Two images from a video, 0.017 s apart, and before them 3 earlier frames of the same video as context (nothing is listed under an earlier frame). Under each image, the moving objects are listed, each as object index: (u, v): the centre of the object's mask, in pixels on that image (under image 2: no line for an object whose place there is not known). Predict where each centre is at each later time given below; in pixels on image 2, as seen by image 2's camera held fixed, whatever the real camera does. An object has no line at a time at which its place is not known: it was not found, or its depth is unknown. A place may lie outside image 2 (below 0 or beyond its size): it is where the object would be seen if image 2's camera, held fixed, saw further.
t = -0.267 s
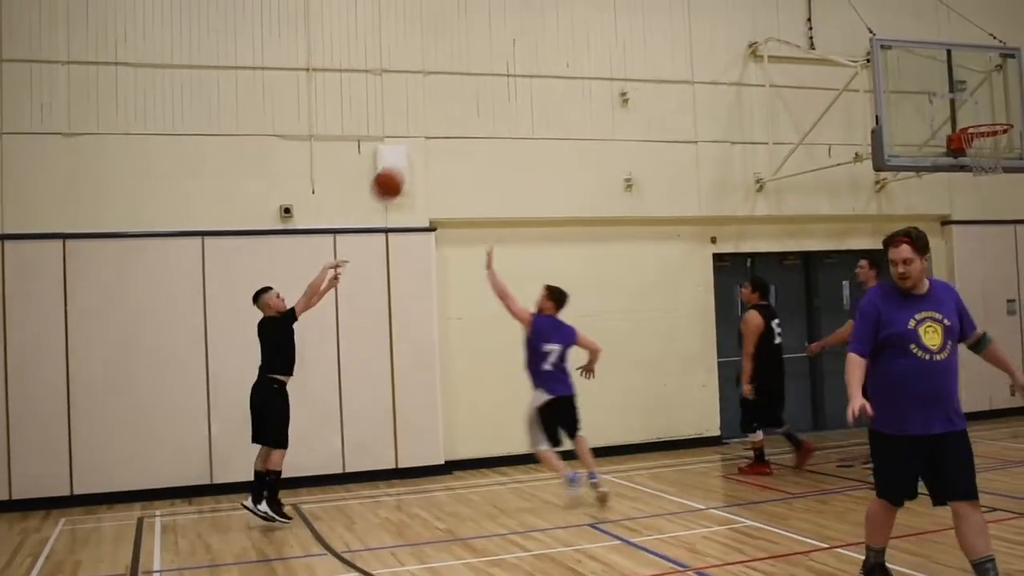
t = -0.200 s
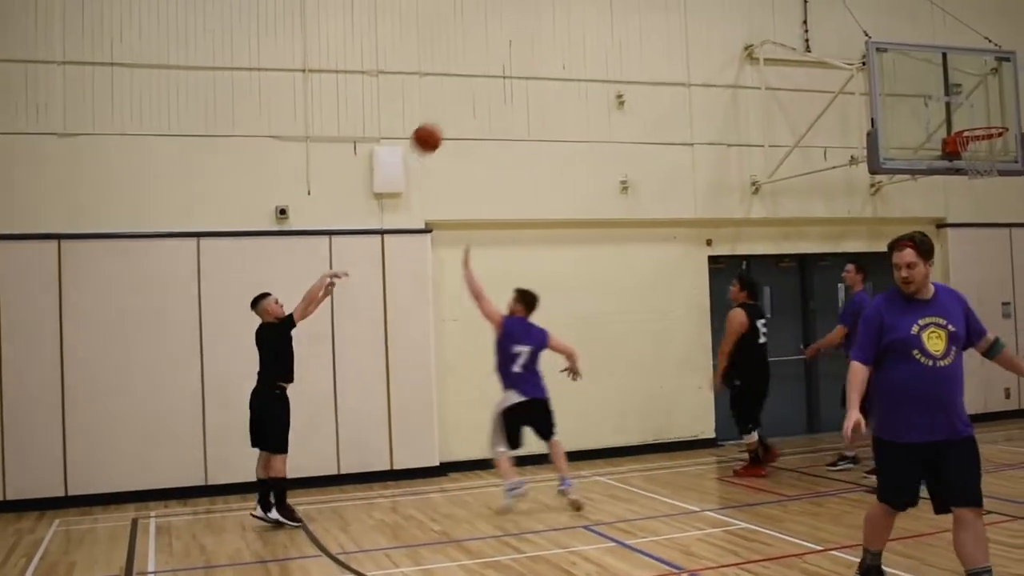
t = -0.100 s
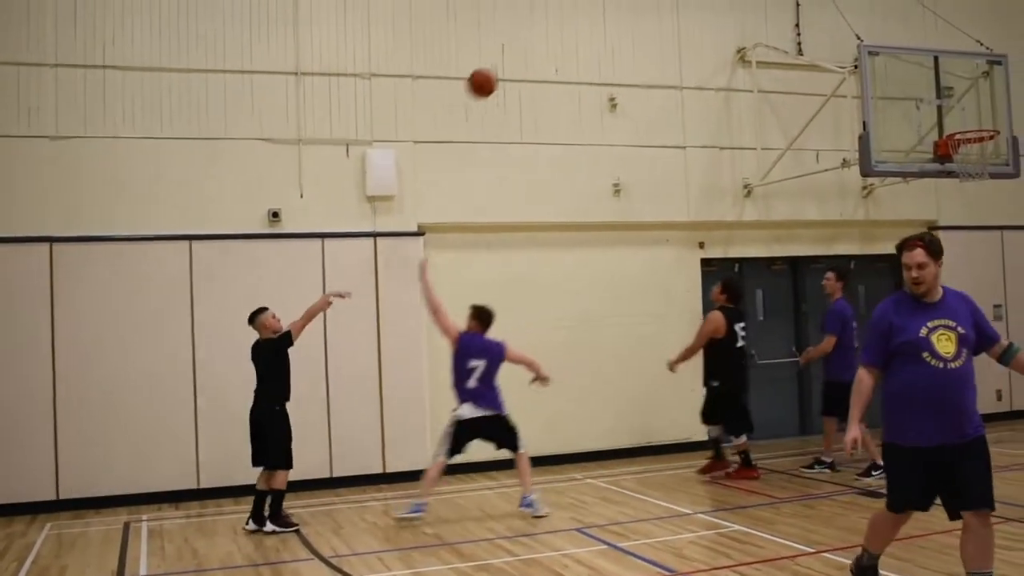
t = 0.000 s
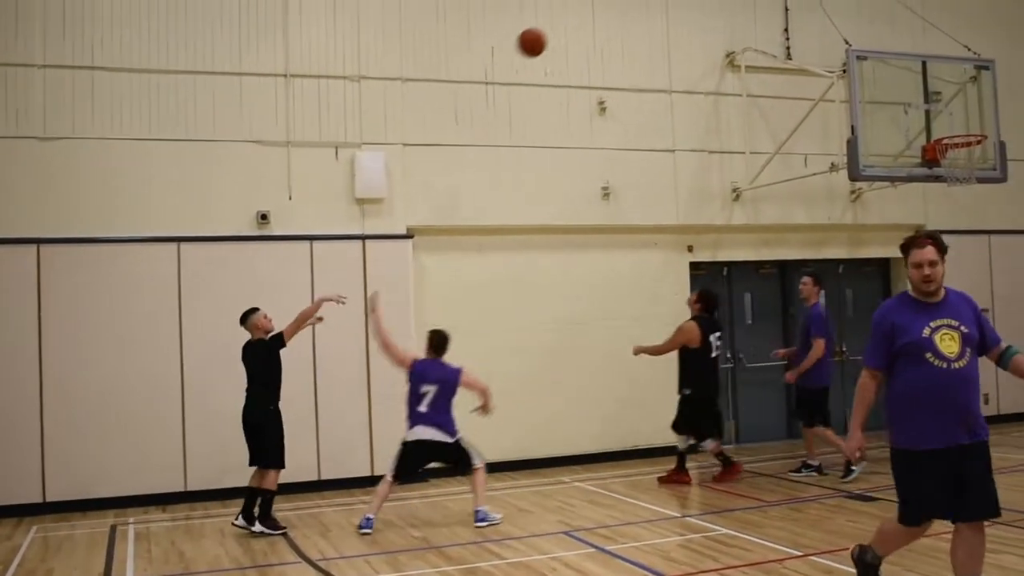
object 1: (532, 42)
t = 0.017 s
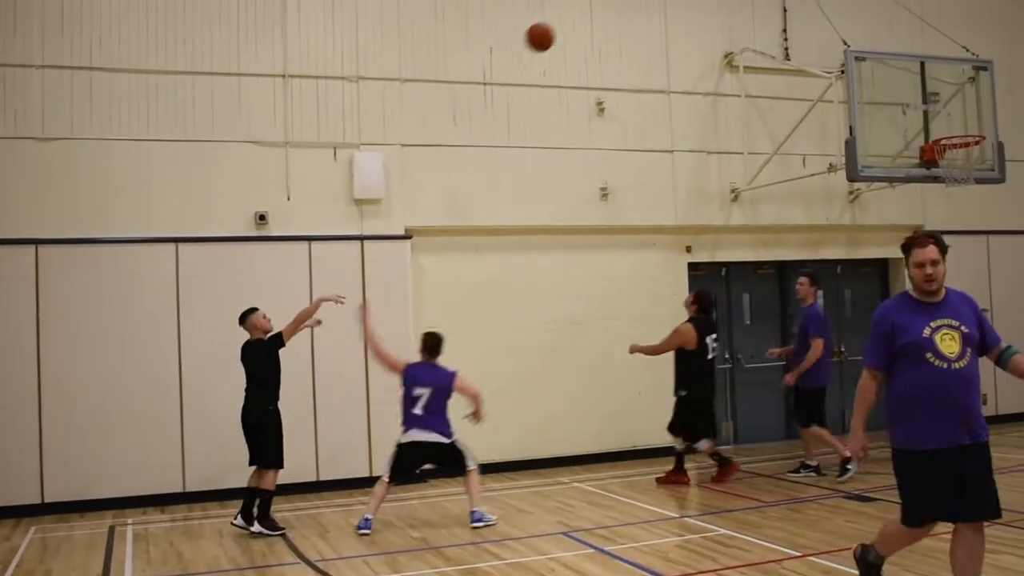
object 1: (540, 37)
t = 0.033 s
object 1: (550, 31)
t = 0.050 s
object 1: (560, 26)
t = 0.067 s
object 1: (569, 21)
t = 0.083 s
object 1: (579, 17)
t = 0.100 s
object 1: (589, 13)
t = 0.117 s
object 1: (598, 9)
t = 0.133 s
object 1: (608, 7)
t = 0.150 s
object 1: (617, 5)
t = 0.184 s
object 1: (636, 1)
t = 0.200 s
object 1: (645, 0)
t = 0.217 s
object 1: (654, -2)
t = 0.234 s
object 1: (664, -3)
